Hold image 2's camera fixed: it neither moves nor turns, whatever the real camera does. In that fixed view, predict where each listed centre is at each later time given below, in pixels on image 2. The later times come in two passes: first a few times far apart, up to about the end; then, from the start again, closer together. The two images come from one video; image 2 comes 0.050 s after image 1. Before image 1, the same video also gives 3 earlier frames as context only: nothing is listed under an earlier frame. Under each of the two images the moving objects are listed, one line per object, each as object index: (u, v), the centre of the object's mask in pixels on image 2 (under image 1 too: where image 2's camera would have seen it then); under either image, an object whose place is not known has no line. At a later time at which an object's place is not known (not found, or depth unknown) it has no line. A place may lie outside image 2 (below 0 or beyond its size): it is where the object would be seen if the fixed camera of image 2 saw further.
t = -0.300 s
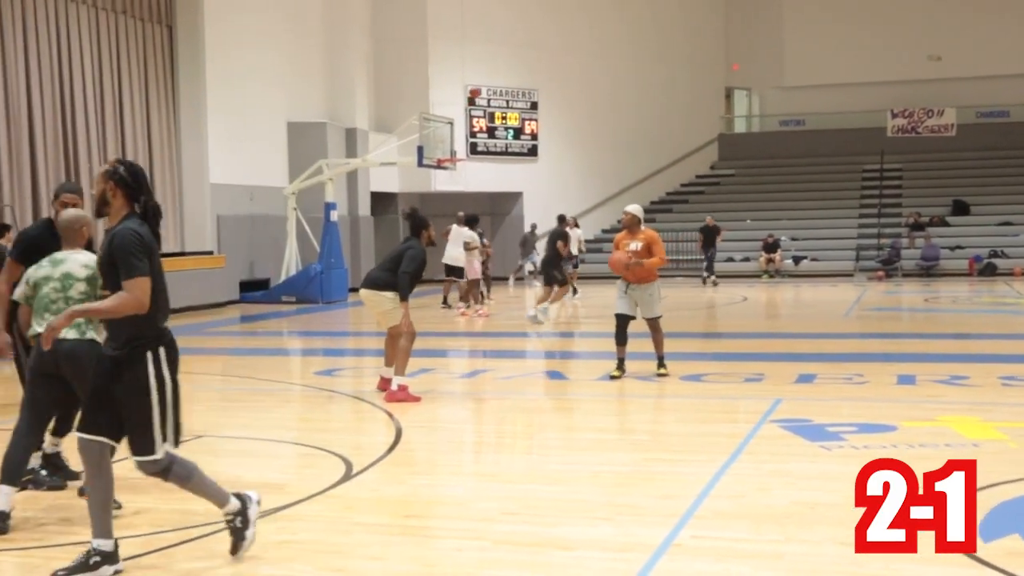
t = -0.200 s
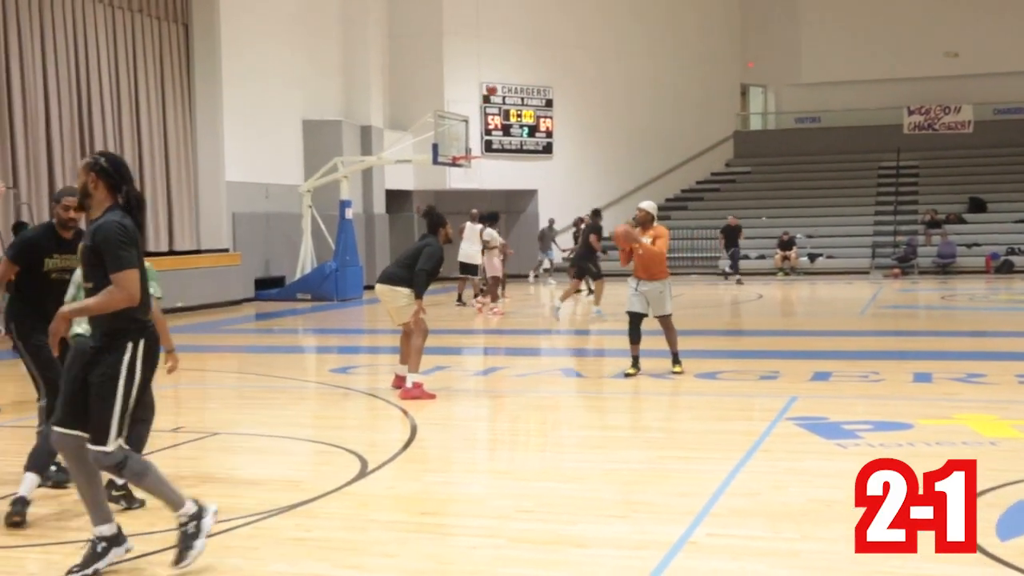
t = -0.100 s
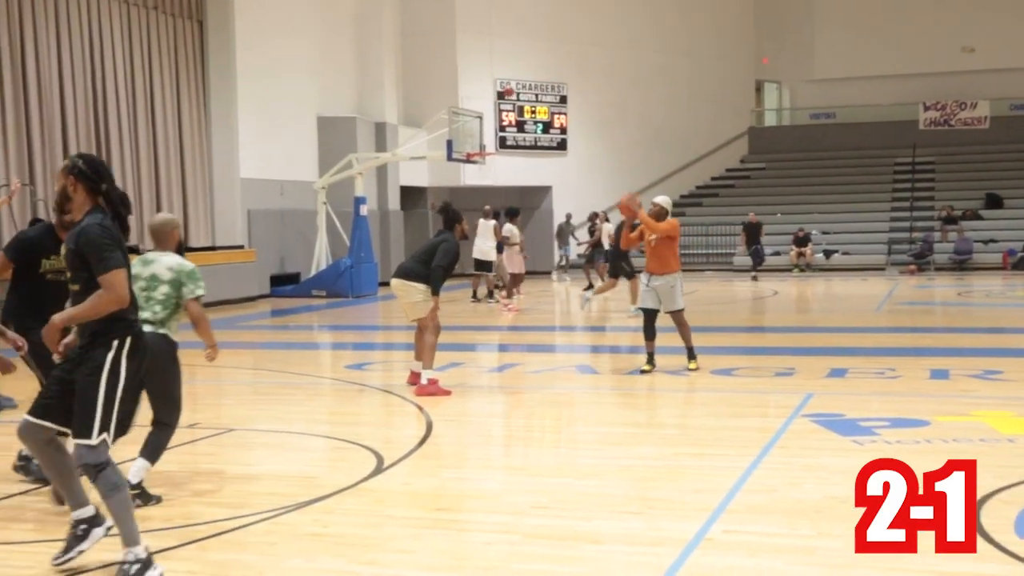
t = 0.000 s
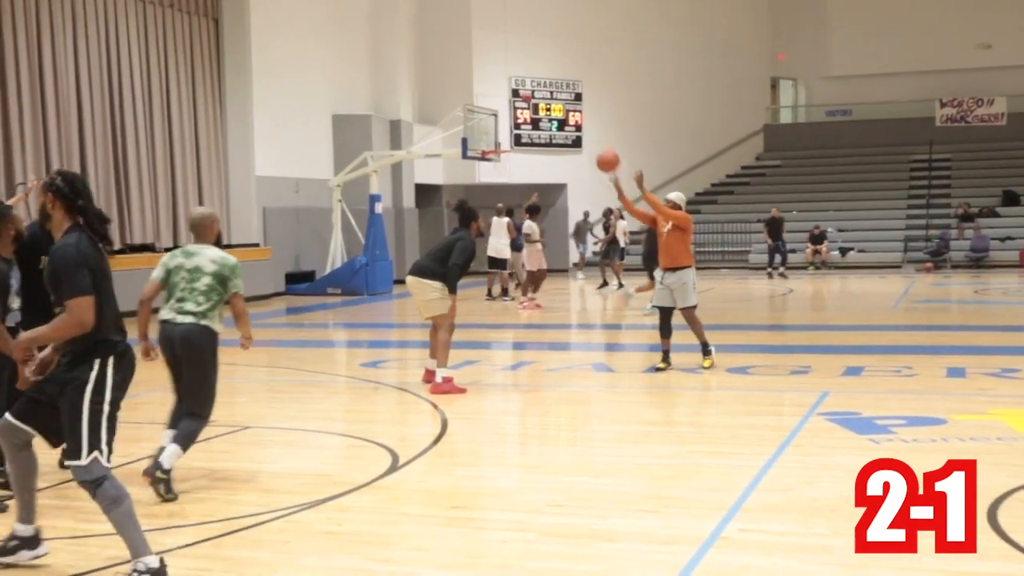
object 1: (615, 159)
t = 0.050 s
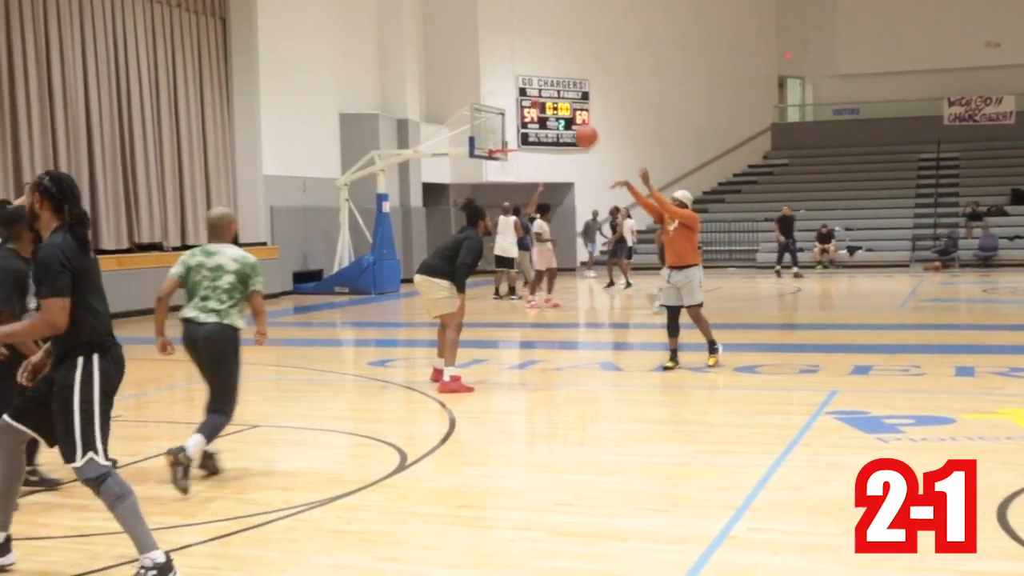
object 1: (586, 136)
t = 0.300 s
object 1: (440, 53)
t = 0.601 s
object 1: (264, 35)
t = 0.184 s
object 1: (509, 84)
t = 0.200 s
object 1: (499, 79)
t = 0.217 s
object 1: (490, 73)
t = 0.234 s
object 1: (480, 69)
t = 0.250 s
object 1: (470, 65)
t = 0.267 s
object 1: (460, 61)
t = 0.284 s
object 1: (450, 57)
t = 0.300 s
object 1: (440, 53)
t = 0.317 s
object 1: (431, 50)
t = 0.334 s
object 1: (421, 47)
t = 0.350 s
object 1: (411, 44)
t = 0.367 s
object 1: (401, 40)
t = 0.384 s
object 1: (391, 38)
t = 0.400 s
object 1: (381, 37)
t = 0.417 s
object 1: (371, 35)
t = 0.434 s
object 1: (361, 34)
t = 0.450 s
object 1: (352, 33)
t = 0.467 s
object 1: (342, 32)
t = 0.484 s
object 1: (332, 32)
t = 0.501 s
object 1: (322, 31)
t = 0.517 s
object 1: (312, 31)
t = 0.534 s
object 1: (303, 31)
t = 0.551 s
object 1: (293, 32)
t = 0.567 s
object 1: (283, 33)
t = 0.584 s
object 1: (273, 34)
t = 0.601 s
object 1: (264, 35)
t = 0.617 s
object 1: (253, 36)
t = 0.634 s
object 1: (243, 38)
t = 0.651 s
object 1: (234, 40)
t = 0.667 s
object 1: (224, 43)
